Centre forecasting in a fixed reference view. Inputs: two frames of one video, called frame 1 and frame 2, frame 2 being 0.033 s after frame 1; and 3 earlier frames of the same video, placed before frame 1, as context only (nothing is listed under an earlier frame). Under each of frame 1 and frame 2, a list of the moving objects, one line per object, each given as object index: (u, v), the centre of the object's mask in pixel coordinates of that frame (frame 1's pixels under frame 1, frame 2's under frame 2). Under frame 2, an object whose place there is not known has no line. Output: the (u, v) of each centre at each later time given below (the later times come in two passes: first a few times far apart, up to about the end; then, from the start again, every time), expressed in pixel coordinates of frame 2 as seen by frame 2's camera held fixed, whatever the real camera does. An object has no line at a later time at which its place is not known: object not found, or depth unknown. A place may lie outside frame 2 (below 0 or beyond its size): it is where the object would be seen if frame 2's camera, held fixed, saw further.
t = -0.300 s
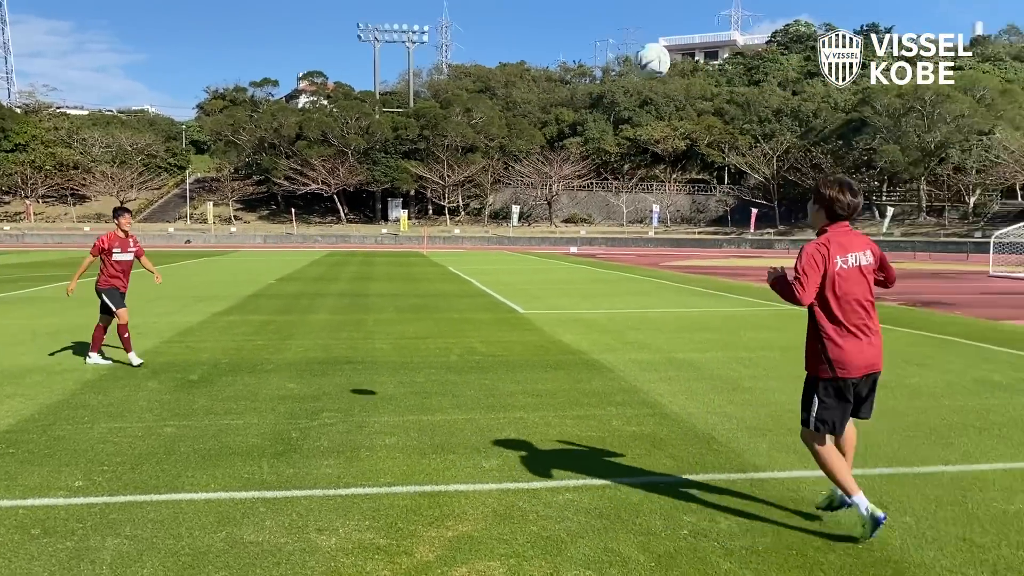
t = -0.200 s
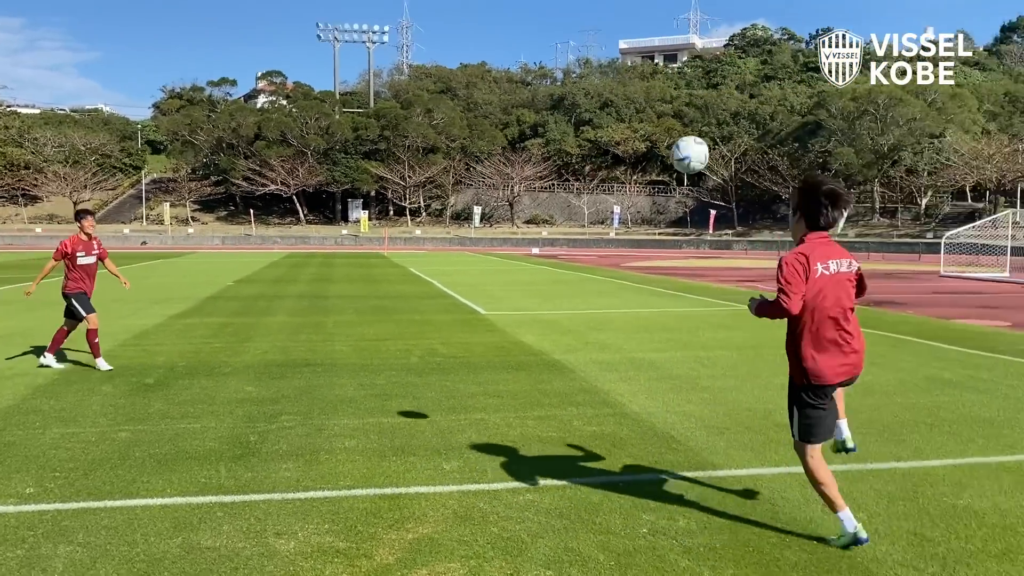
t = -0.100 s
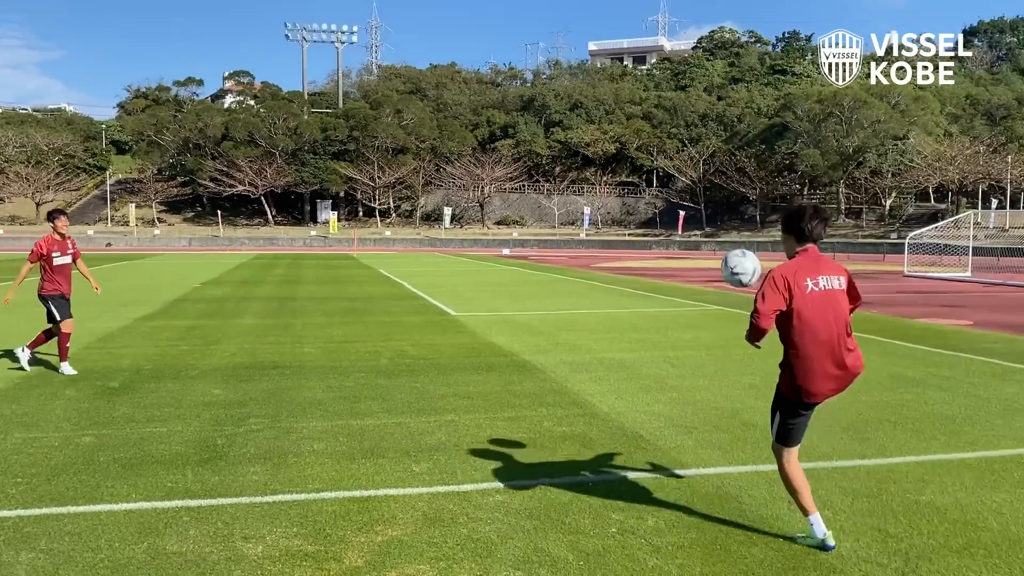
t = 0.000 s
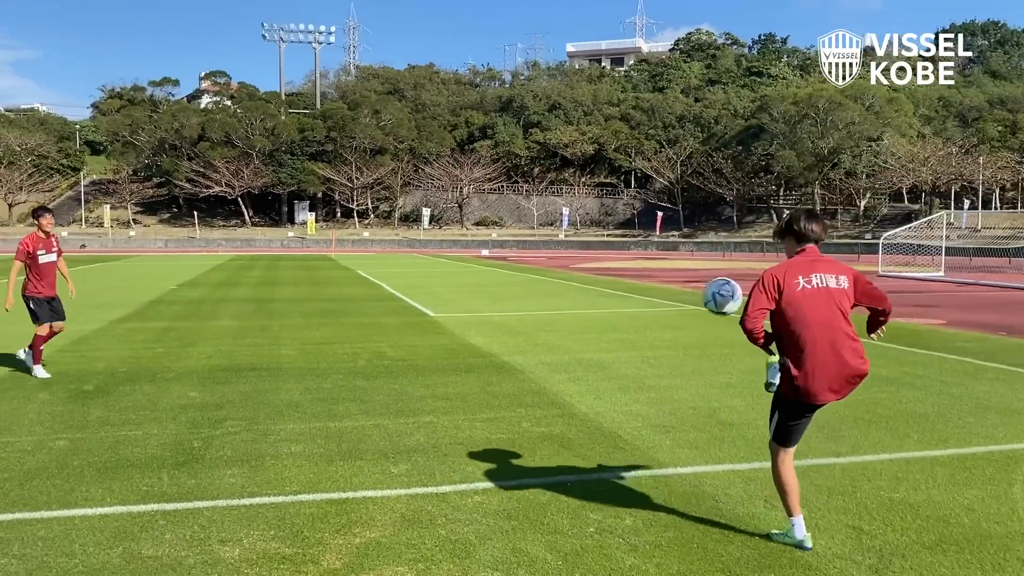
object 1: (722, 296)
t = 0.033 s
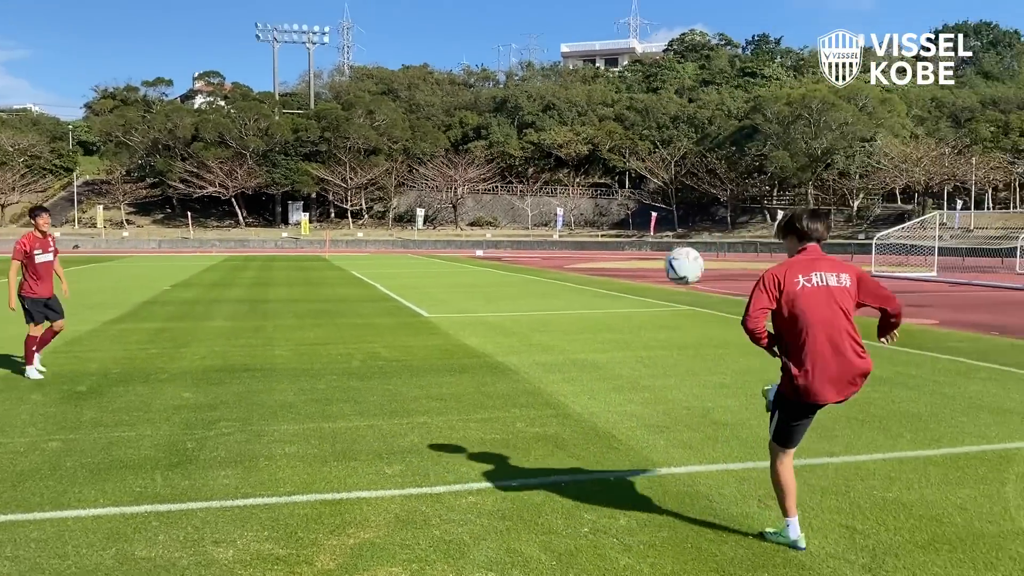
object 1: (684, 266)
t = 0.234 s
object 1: (488, 121)
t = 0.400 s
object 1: (335, 49)
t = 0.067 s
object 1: (651, 237)
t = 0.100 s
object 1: (618, 211)
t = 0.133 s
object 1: (586, 186)
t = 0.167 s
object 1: (552, 163)
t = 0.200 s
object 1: (521, 141)
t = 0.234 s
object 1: (488, 121)
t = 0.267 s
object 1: (457, 102)
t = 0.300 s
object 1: (426, 85)
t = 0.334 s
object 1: (395, 71)
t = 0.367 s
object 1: (364, 59)
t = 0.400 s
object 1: (335, 49)
